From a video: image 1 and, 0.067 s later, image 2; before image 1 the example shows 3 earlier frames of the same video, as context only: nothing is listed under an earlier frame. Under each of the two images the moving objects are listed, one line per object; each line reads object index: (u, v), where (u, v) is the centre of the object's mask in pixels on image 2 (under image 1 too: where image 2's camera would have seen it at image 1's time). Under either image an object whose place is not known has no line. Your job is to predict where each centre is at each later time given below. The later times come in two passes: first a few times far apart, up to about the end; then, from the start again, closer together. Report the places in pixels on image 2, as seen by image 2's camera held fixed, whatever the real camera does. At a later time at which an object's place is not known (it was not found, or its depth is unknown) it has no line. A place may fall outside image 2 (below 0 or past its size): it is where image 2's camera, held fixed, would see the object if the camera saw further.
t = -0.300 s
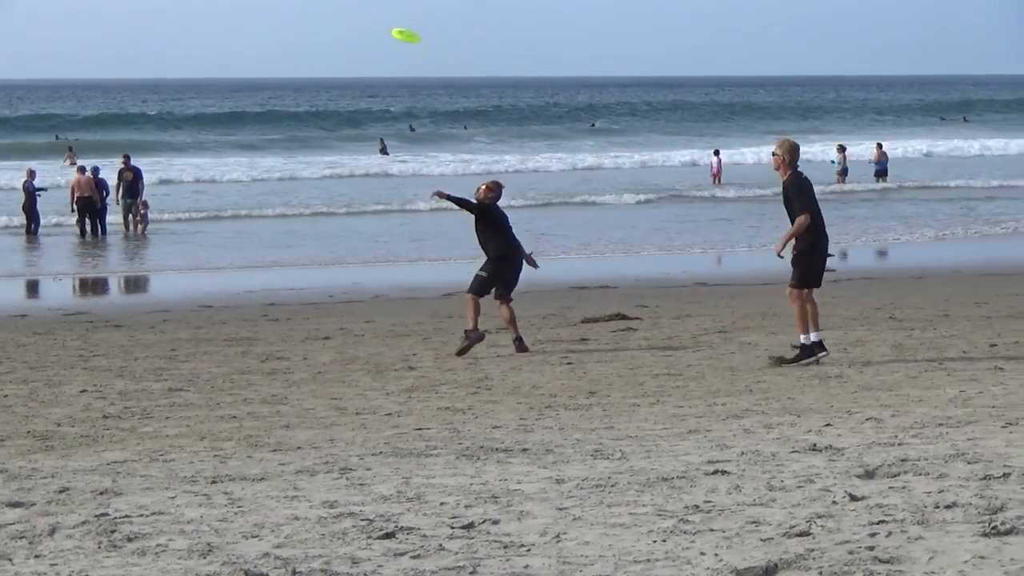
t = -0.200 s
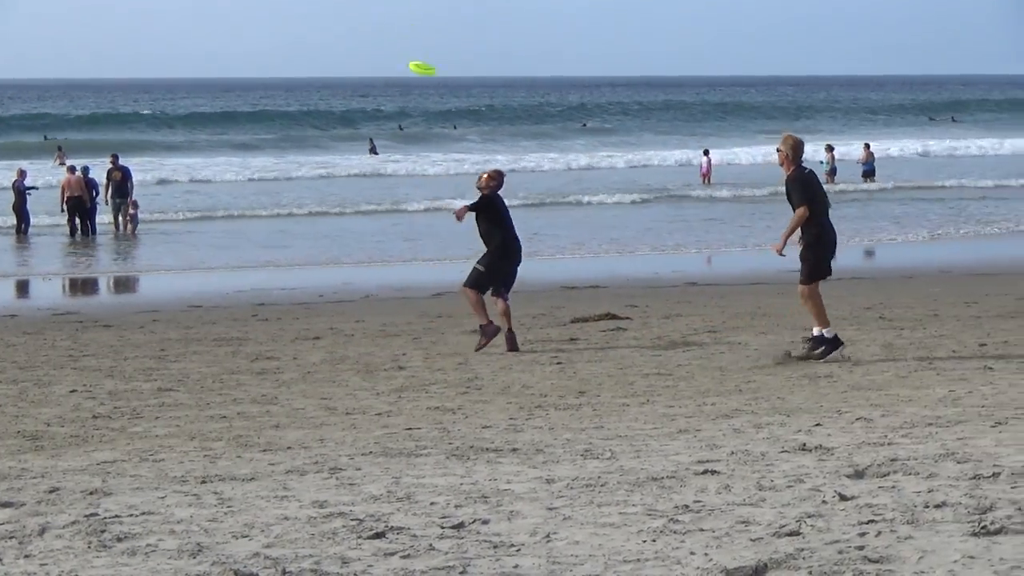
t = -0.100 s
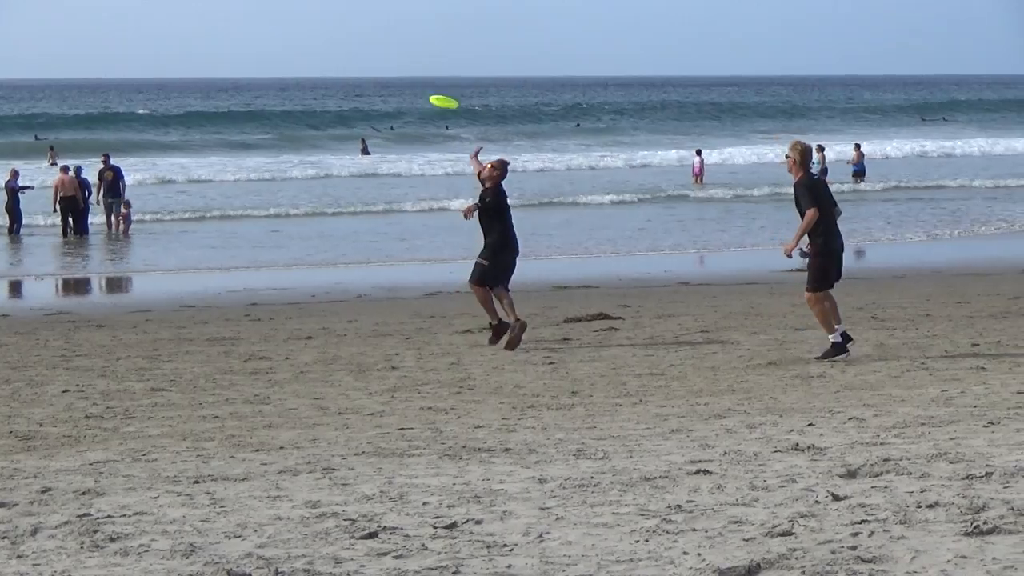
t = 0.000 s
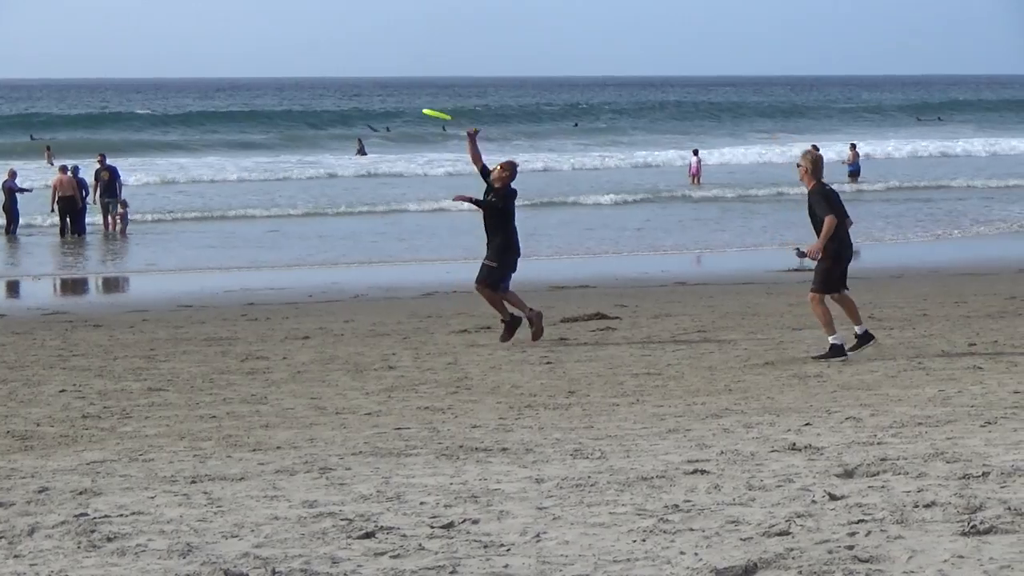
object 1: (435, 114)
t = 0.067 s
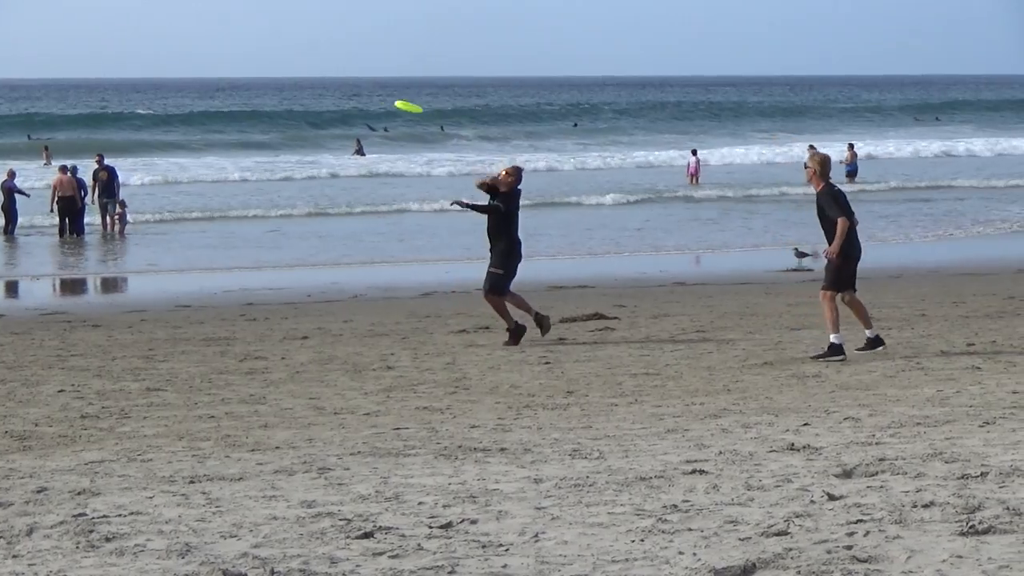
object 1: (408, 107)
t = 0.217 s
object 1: (353, 91)
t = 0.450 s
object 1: (285, 75)
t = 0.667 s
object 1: (236, 69)
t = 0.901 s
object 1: (197, 78)
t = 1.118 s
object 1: (174, 94)
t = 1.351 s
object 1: (161, 116)
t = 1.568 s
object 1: (161, 138)
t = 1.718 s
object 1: (169, 156)
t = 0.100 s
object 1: (395, 103)
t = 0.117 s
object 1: (389, 101)
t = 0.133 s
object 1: (382, 99)
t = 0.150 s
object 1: (376, 97)
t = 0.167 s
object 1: (371, 96)
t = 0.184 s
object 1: (365, 94)
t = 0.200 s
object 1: (359, 93)
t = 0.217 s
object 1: (353, 91)
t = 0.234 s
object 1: (348, 90)
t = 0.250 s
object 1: (343, 89)
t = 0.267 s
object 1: (337, 87)
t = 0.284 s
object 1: (332, 86)
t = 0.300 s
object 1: (327, 84)
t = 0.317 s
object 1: (322, 84)
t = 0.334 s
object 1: (317, 82)
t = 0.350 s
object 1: (312, 81)
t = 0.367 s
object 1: (307, 80)
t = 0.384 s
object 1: (302, 79)
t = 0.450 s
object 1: (285, 75)
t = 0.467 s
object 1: (280, 74)
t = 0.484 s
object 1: (276, 73)
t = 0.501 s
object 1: (272, 72)
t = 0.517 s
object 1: (268, 71)
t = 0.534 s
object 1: (264, 71)
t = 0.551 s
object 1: (261, 70)
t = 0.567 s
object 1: (257, 70)
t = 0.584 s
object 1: (253, 69)
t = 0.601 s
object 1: (250, 69)
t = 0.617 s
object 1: (246, 69)
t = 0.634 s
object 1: (243, 69)
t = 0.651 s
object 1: (239, 69)
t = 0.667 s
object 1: (236, 69)
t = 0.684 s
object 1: (233, 69)
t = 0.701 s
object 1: (230, 69)
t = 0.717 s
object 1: (227, 69)
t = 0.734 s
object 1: (224, 69)
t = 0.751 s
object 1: (221, 70)
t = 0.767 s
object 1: (217, 70)
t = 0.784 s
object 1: (215, 71)
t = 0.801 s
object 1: (211, 72)
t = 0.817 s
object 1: (209, 73)
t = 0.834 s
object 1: (207, 74)
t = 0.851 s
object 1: (204, 75)
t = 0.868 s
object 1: (202, 75)
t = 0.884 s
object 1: (199, 76)
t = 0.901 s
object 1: (197, 78)
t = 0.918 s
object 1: (195, 79)
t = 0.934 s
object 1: (193, 80)
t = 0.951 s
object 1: (192, 81)
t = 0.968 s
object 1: (189, 82)
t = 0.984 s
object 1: (187, 83)
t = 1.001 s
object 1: (185, 84)
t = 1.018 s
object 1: (183, 85)
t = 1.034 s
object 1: (182, 87)
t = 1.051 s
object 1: (180, 88)
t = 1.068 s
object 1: (179, 90)
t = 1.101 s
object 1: (176, 93)
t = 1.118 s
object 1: (174, 94)
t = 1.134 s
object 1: (173, 96)
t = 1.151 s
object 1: (172, 97)
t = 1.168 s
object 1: (171, 99)
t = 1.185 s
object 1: (169, 100)
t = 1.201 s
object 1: (168, 102)
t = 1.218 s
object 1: (167, 104)
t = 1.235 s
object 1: (167, 106)
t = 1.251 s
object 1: (165, 107)
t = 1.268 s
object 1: (164, 109)
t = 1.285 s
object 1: (164, 110)
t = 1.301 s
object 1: (164, 112)
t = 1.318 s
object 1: (163, 113)
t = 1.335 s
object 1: (162, 115)
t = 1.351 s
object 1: (161, 116)
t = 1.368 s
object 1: (162, 118)
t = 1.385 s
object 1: (161, 120)
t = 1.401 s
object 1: (160, 121)
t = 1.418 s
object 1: (160, 123)
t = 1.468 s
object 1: (160, 128)
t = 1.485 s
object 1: (160, 130)
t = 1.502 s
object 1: (160, 131)
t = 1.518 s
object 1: (159, 133)
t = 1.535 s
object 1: (159, 135)
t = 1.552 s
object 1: (159, 137)
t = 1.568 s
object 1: (161, 138)
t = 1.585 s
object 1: (163, 141)
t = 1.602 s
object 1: (163, 142)
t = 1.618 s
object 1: (163, 144)
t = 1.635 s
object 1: (165, 147)
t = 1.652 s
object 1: (166, 148)
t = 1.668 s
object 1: (167, 151)
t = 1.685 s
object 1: (167, 153)
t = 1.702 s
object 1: (168, 155)
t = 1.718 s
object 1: (169, 156)
